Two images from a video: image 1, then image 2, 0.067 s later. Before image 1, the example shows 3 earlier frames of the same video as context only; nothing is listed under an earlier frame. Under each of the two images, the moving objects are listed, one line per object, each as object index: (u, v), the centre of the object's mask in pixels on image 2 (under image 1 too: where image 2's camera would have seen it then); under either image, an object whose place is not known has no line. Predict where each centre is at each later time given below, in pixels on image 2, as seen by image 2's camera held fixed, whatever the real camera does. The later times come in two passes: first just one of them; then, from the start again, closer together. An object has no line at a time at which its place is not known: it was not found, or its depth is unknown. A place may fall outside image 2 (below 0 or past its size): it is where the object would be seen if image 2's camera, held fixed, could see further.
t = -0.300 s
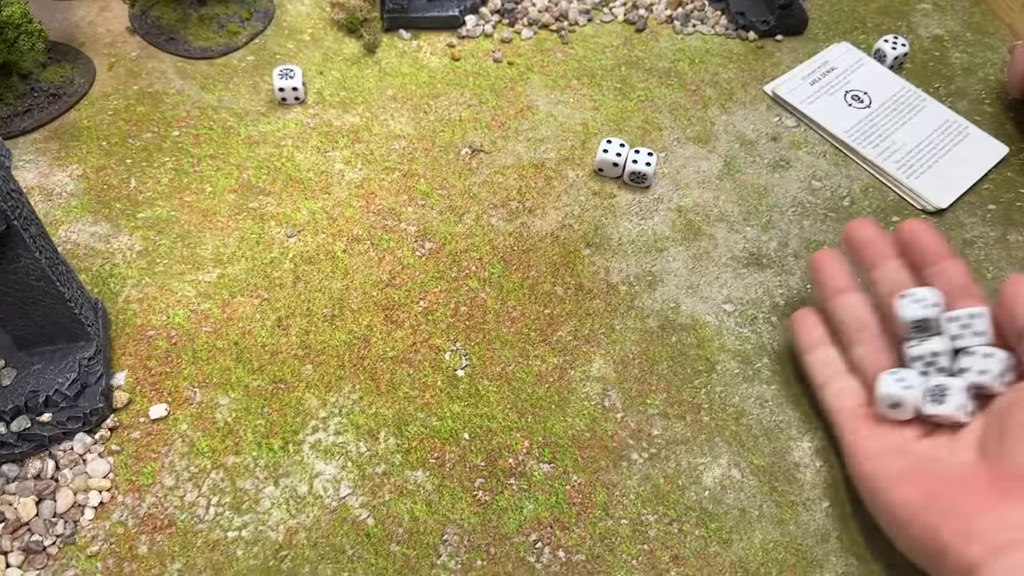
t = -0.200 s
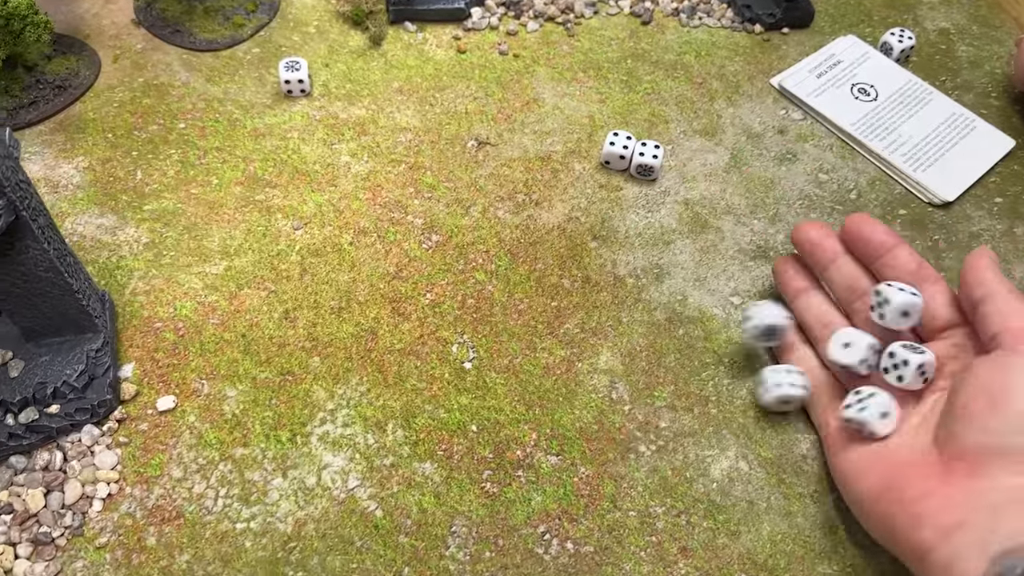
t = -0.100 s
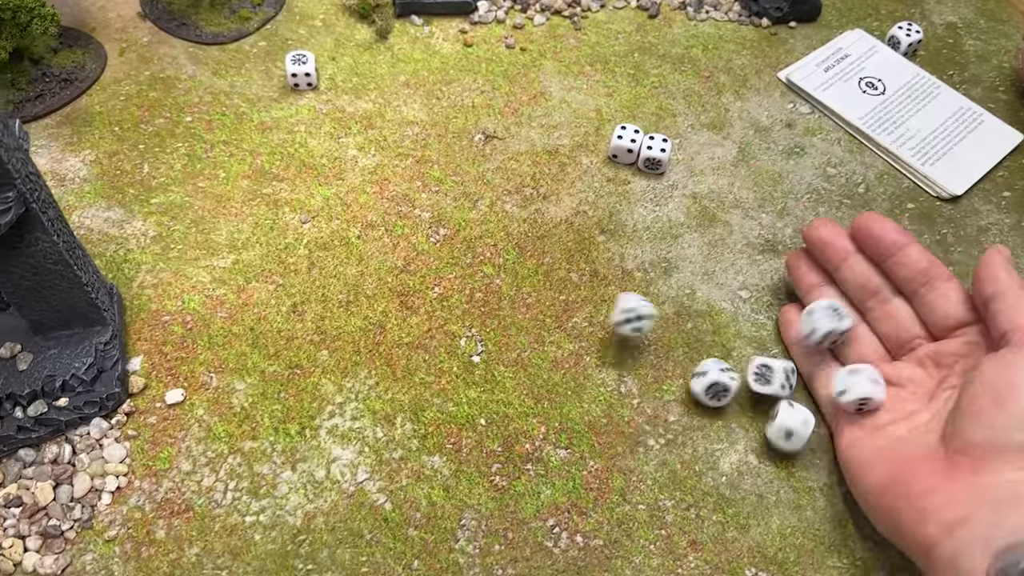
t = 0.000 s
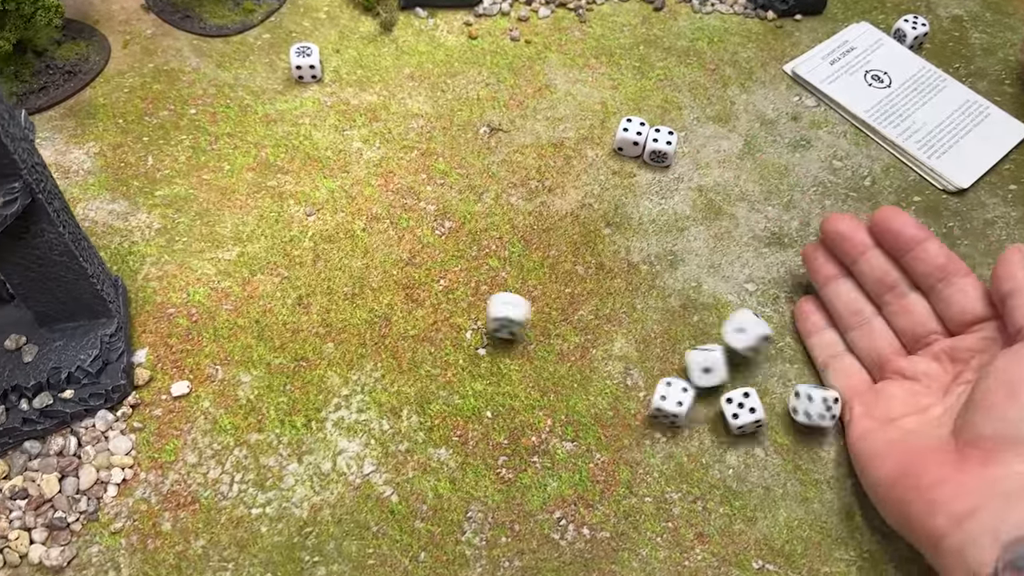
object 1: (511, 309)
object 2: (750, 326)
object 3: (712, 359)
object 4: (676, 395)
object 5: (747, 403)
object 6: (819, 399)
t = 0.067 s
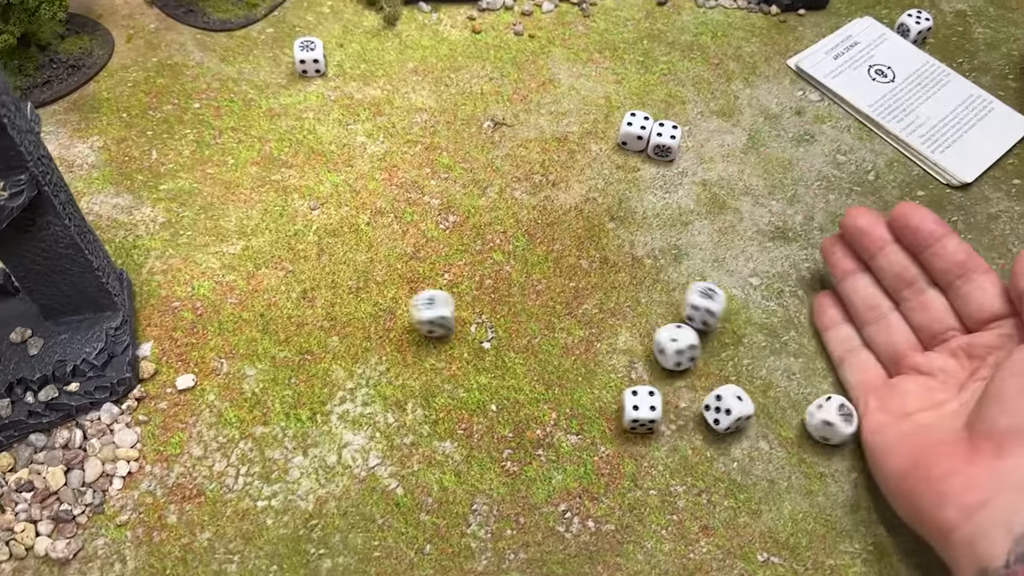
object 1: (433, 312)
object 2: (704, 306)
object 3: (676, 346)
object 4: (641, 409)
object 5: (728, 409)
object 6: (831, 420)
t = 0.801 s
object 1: (235, 339)
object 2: (620, 228)
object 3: (616, 356)
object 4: (623, 414)
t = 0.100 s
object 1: (394, 317)
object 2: (681, 301)
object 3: (663, 344)
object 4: (629, 413)
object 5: (716, 413)
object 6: (838, 426)
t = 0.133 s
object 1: (362, 315)
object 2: (661, 292)
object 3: (651, 348)
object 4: (623, 415)
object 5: (710, 419)
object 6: (845, 436)
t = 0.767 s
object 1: (235, 339)
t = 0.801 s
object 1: (235, 339)
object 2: (620, 228)
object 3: (616, 356)
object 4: (623, 414)
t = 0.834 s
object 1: (235, 339)
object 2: (620, 228)
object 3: (616, 356)
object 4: (623, 414)
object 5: (698, 422)
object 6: (869, 487)
